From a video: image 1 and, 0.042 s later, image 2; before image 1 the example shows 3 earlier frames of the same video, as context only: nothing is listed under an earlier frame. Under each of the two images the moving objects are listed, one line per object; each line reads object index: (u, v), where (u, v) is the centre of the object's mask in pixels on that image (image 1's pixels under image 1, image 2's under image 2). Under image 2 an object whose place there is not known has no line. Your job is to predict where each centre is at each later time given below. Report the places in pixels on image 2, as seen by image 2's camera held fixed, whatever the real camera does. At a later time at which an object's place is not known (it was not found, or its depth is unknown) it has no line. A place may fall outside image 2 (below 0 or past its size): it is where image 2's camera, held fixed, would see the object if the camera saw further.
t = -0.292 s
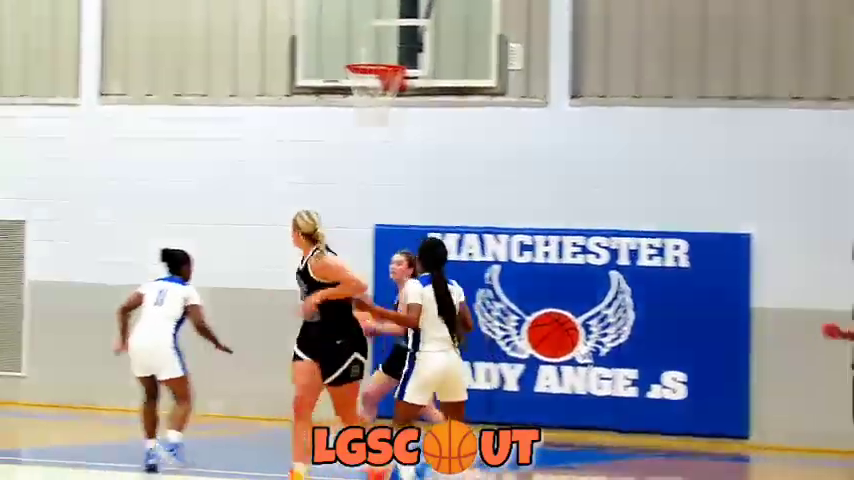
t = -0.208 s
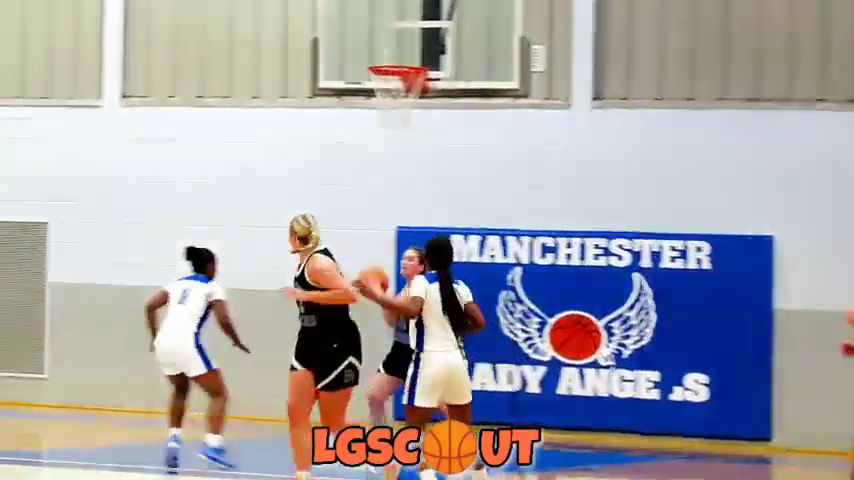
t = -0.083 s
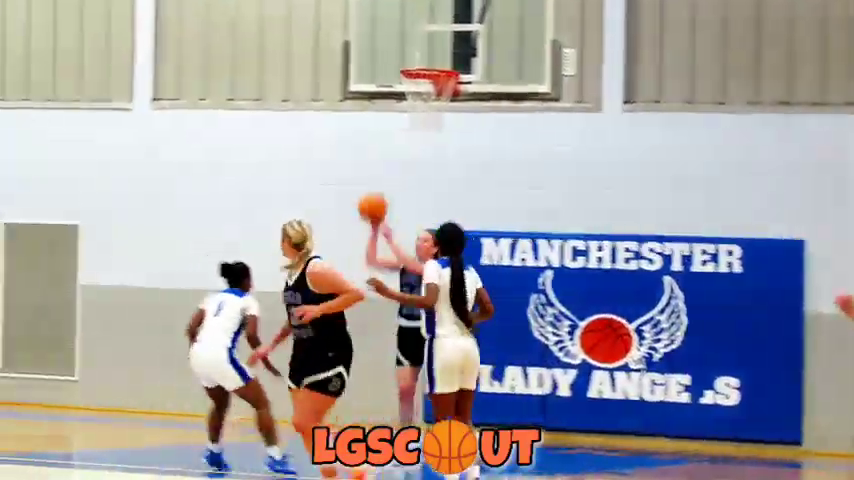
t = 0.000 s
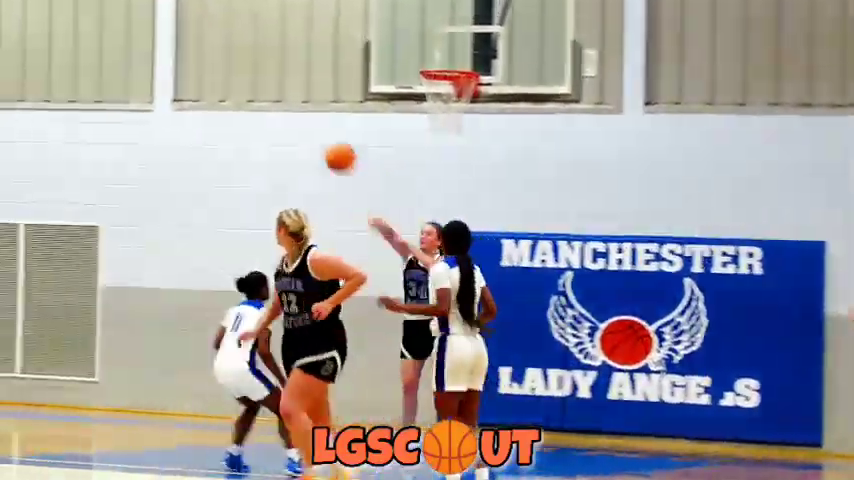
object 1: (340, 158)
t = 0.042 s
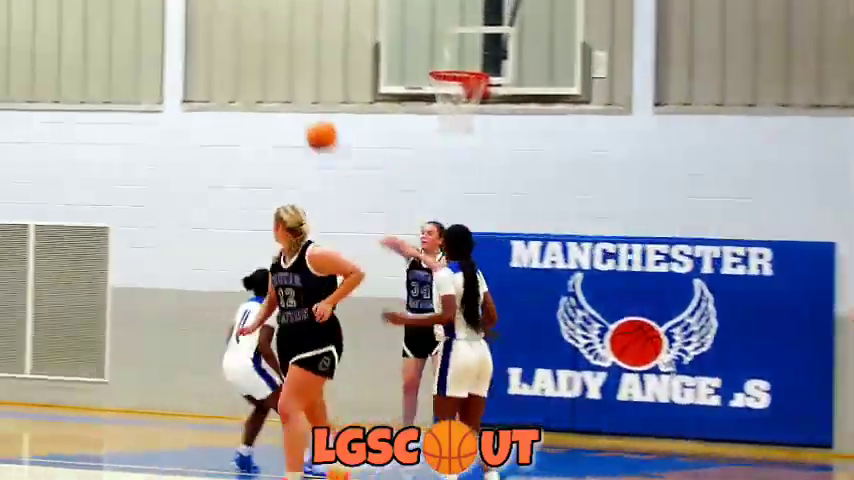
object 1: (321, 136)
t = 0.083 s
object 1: (292, 115)
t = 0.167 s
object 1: (232, 80)
